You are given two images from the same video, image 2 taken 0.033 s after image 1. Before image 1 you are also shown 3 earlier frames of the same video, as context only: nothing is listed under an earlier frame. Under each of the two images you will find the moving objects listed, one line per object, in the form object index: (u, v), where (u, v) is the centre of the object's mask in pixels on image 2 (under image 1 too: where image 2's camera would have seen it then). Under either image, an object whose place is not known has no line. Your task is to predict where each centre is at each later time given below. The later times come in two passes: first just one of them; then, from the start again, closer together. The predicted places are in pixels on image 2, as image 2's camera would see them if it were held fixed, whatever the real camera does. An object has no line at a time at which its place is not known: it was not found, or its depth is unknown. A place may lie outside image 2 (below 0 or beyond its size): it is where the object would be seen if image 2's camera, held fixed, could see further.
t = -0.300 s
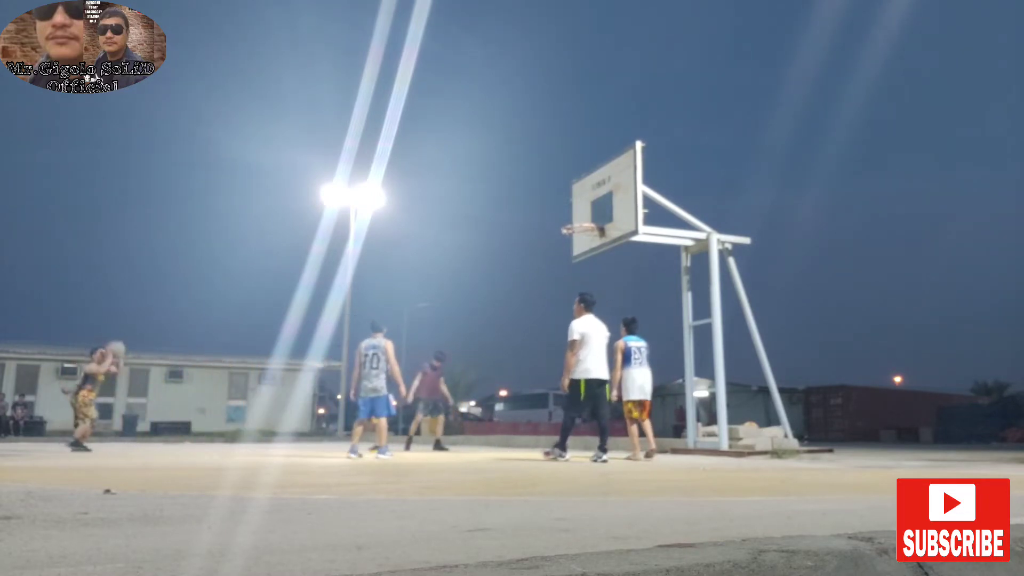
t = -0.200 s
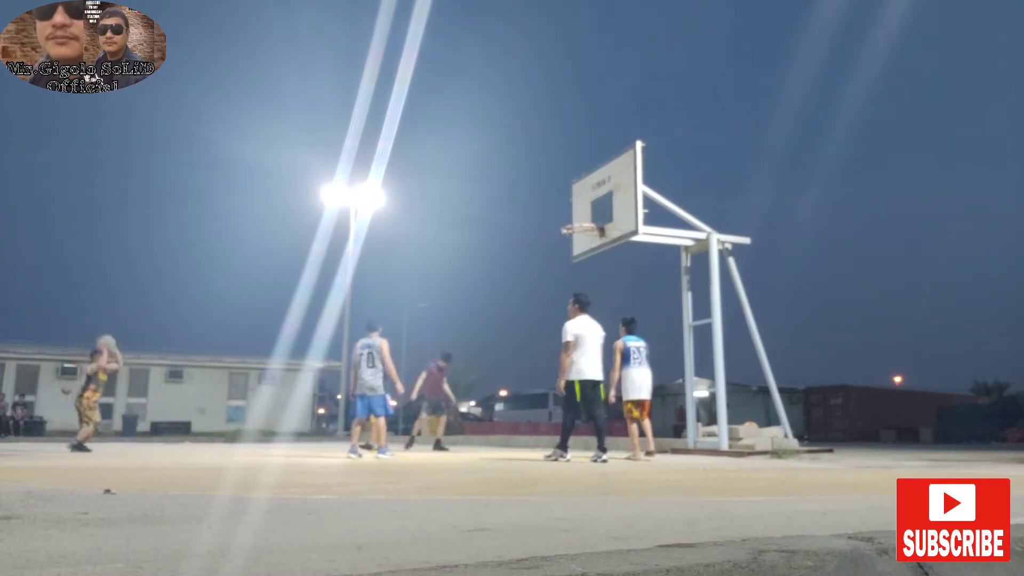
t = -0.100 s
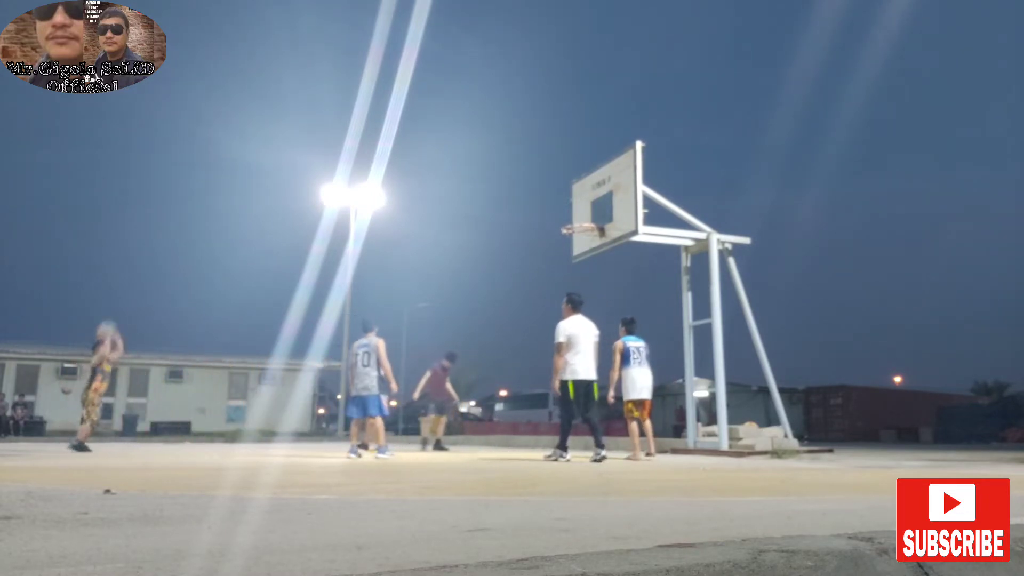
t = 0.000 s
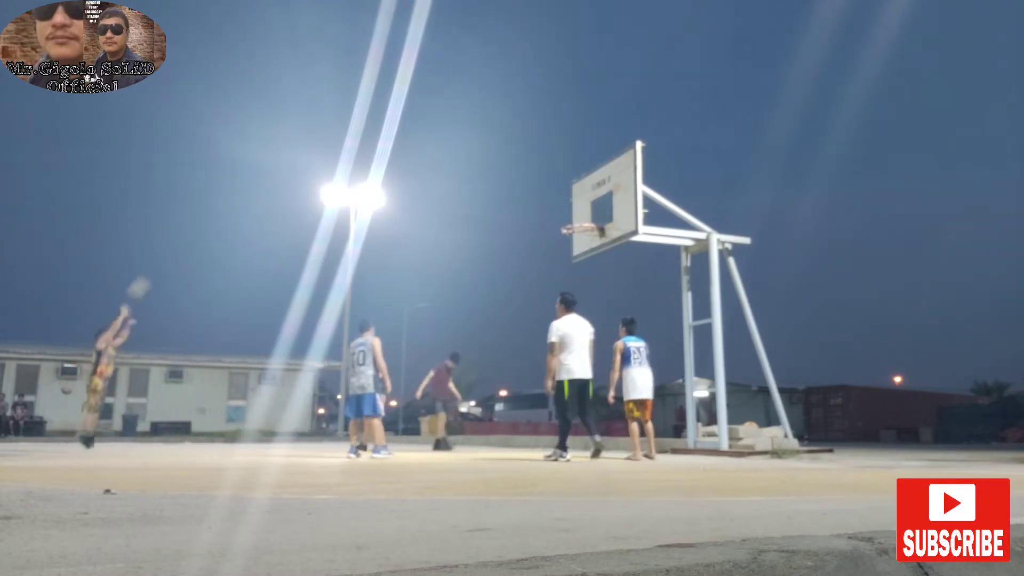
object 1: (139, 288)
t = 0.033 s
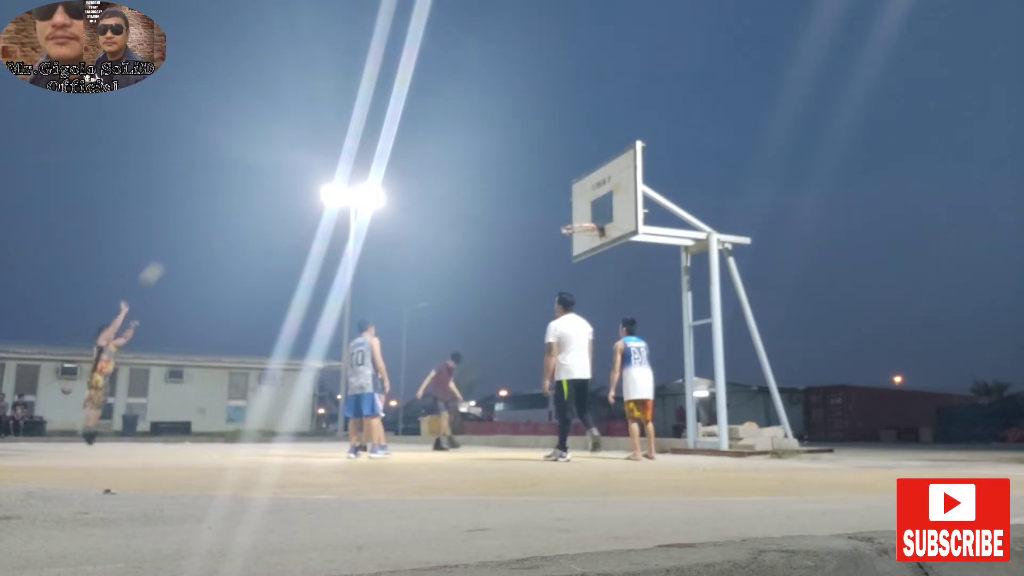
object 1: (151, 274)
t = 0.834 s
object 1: (448, 150)
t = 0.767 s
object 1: (423, 145)
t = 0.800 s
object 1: (435, 147)
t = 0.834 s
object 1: (448, 150)
